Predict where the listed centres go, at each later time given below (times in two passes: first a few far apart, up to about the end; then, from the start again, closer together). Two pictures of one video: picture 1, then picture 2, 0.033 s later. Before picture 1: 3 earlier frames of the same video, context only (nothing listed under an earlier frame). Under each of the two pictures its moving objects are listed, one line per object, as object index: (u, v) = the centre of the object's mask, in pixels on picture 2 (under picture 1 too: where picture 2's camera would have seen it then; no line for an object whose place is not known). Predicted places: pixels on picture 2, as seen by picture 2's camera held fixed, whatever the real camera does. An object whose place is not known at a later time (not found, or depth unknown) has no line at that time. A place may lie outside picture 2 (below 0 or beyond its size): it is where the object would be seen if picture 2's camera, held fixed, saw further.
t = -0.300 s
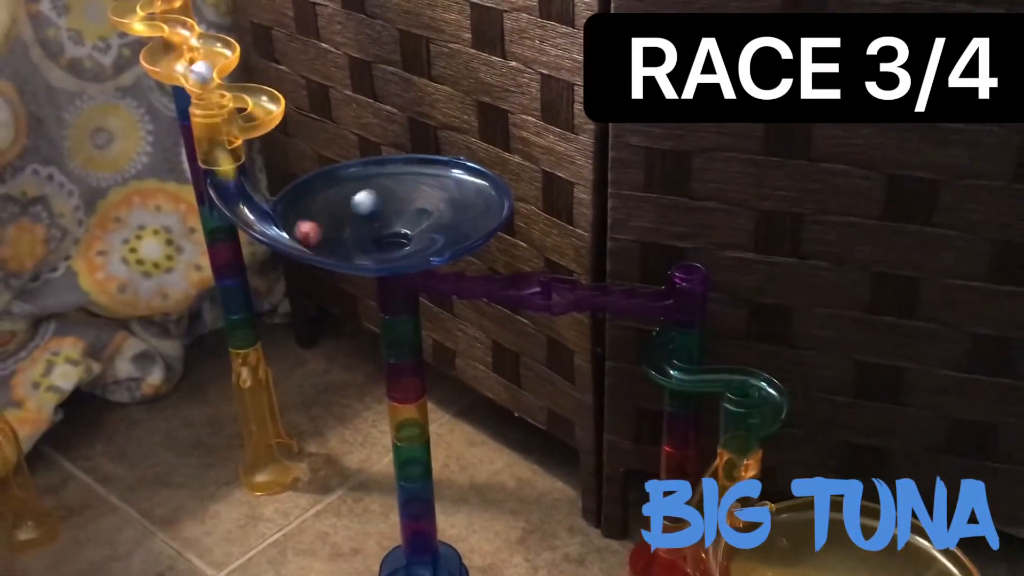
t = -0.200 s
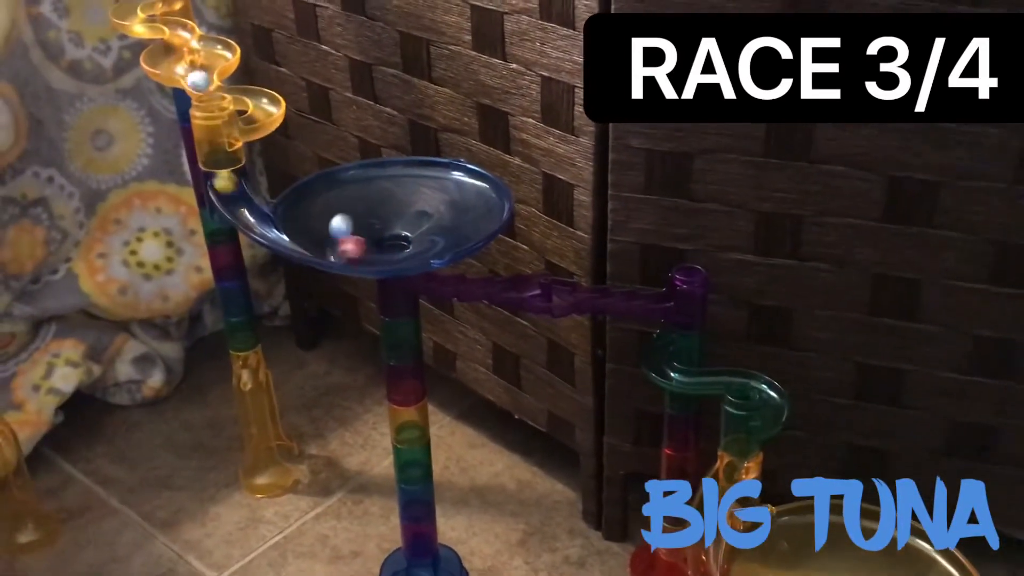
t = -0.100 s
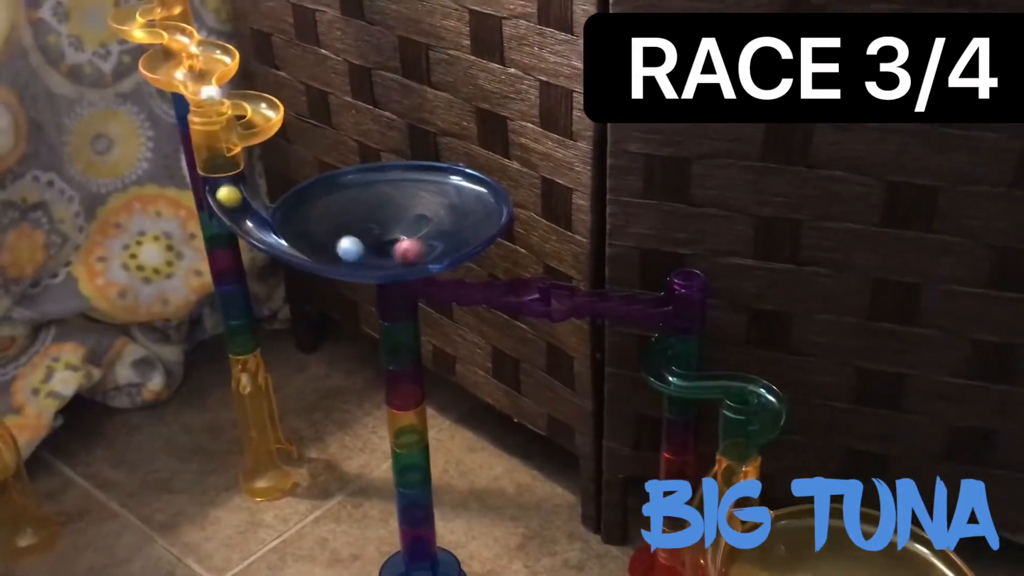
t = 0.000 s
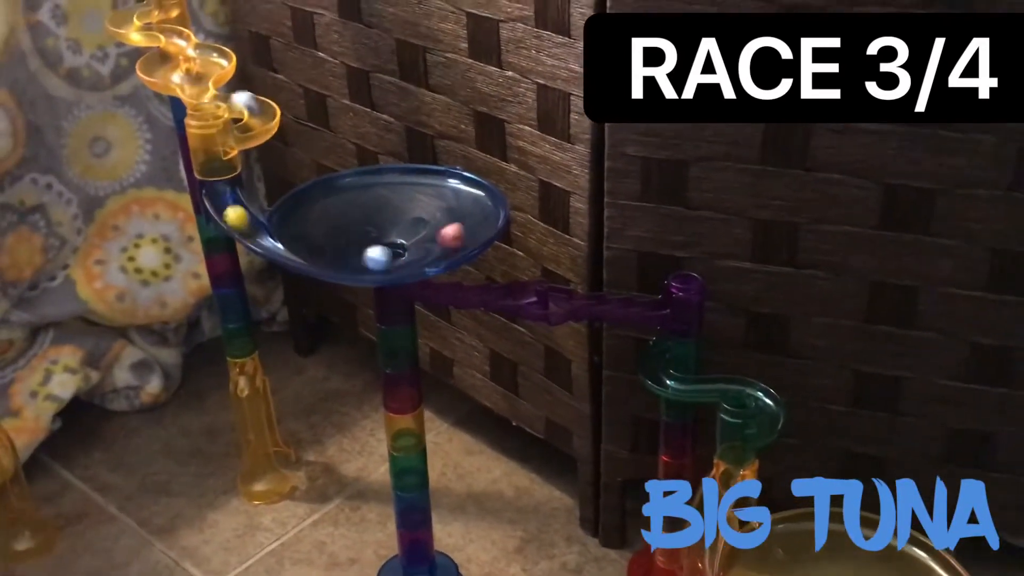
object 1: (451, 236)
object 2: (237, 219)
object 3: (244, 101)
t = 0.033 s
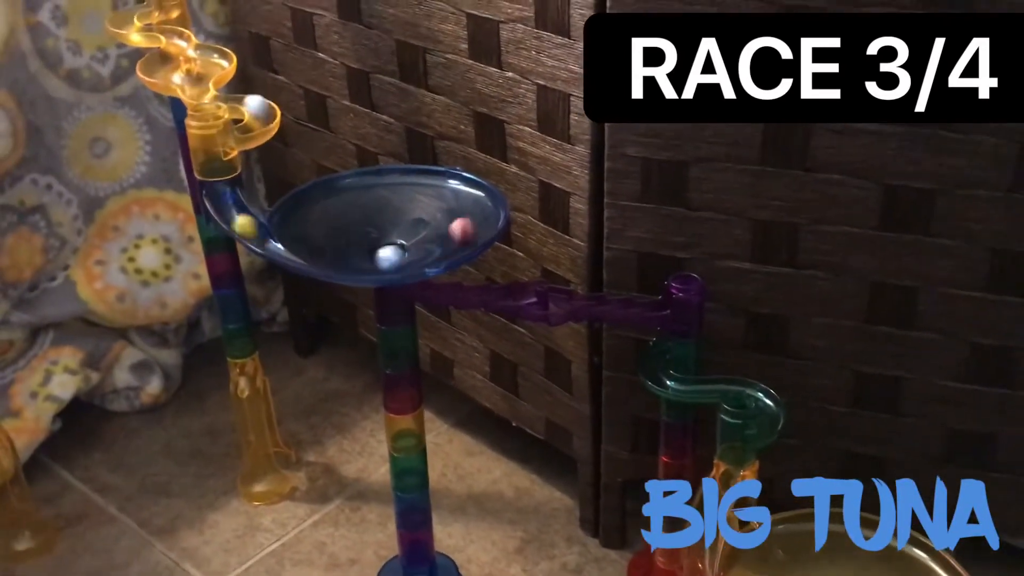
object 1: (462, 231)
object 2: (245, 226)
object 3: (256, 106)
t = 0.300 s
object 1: (440, 190)
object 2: (425, 260)
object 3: (221, 186)
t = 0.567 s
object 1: (333, 209)
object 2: (465, 184)
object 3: (251, 227)
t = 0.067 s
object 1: (468, 223)
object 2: (257, 233)
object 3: (262, 113)
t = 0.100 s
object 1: (472, 215)
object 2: (271, 240)
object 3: (262, 118)
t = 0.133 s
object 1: (472, 210)
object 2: (290, 249)
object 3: (252, 126)
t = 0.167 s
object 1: (471, 204)
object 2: (311, 255)
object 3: (240, 131)
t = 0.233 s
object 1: (459, 195)
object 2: (367, 267)
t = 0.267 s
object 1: (451, 194)
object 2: (396, 265)
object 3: (219, 180)
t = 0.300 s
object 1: (440, 190)
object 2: (425, 260)
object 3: (221, 186)
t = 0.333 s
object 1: (428, 191)
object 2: (448, 252)
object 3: (223, 191)
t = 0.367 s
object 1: (415, 193)
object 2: (467, 242)
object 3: (222, 194)
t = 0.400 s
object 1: (400, 193)
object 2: (481, 232)
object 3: (224, 196)
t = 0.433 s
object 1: (384, 194)
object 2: (490, 220)
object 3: (227, 201)
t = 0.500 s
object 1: (356, 200)
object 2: (487, 199)
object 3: (234, 213)
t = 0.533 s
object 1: (344, 203)
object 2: (479, 190)
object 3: (241, 221)
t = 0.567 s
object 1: (333, 209)
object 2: (465, 184)
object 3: (251, 227)
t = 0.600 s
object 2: (449, 177)
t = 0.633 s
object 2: (431, 176)
